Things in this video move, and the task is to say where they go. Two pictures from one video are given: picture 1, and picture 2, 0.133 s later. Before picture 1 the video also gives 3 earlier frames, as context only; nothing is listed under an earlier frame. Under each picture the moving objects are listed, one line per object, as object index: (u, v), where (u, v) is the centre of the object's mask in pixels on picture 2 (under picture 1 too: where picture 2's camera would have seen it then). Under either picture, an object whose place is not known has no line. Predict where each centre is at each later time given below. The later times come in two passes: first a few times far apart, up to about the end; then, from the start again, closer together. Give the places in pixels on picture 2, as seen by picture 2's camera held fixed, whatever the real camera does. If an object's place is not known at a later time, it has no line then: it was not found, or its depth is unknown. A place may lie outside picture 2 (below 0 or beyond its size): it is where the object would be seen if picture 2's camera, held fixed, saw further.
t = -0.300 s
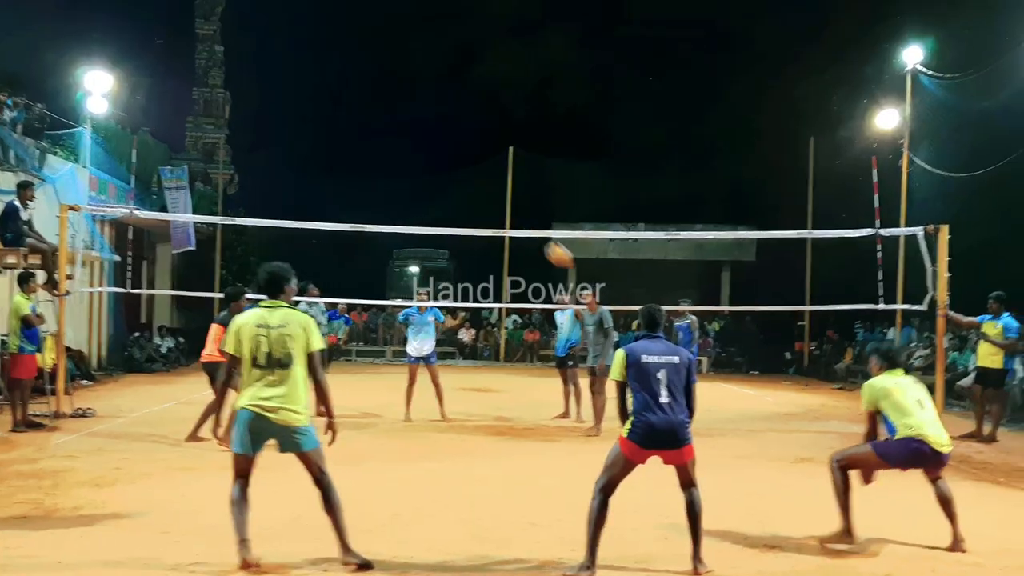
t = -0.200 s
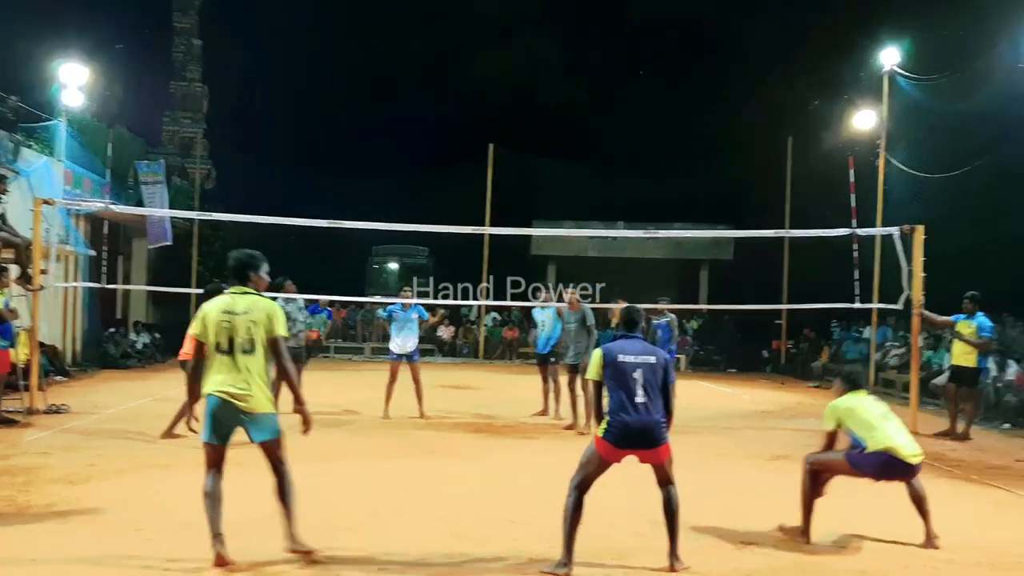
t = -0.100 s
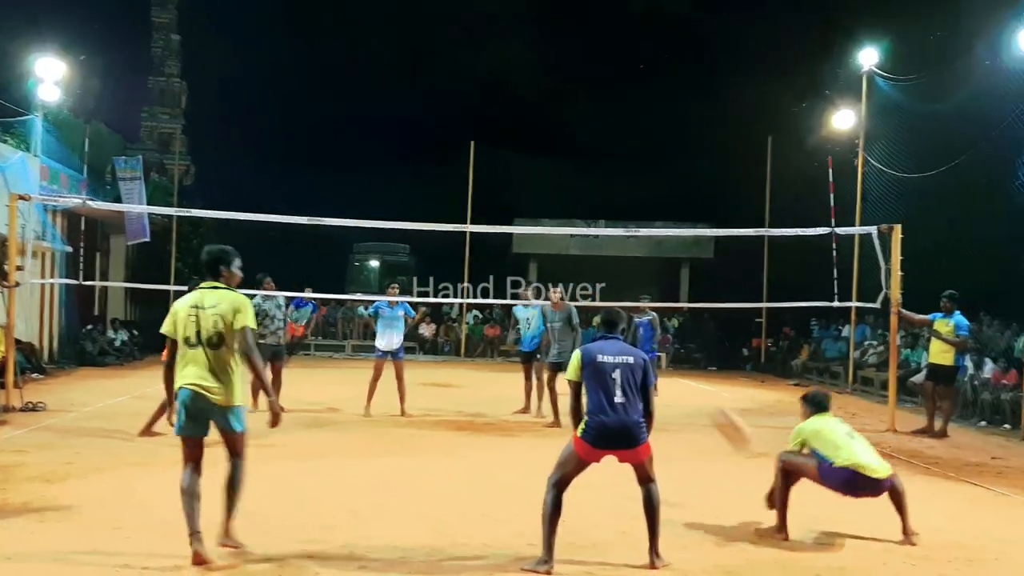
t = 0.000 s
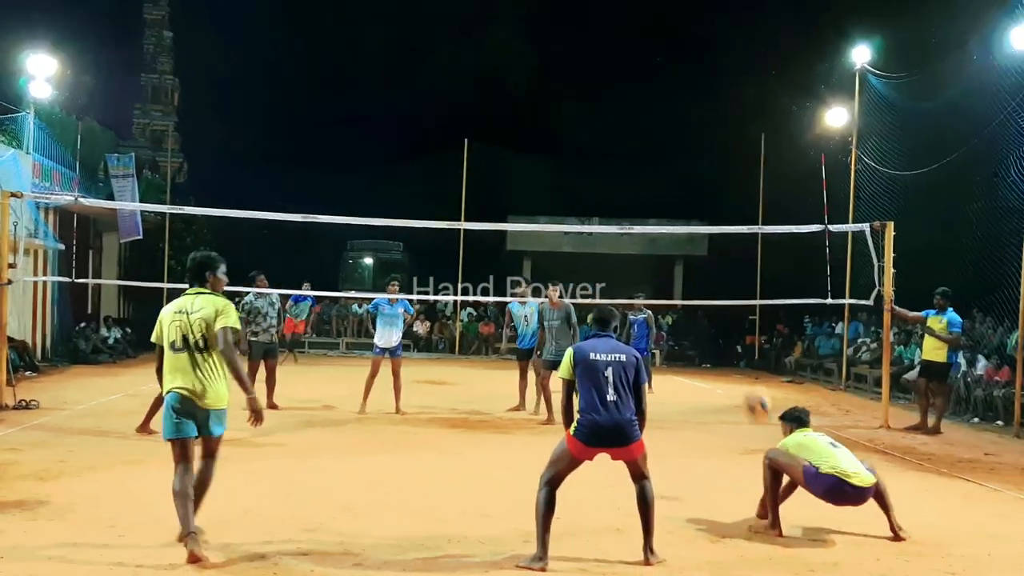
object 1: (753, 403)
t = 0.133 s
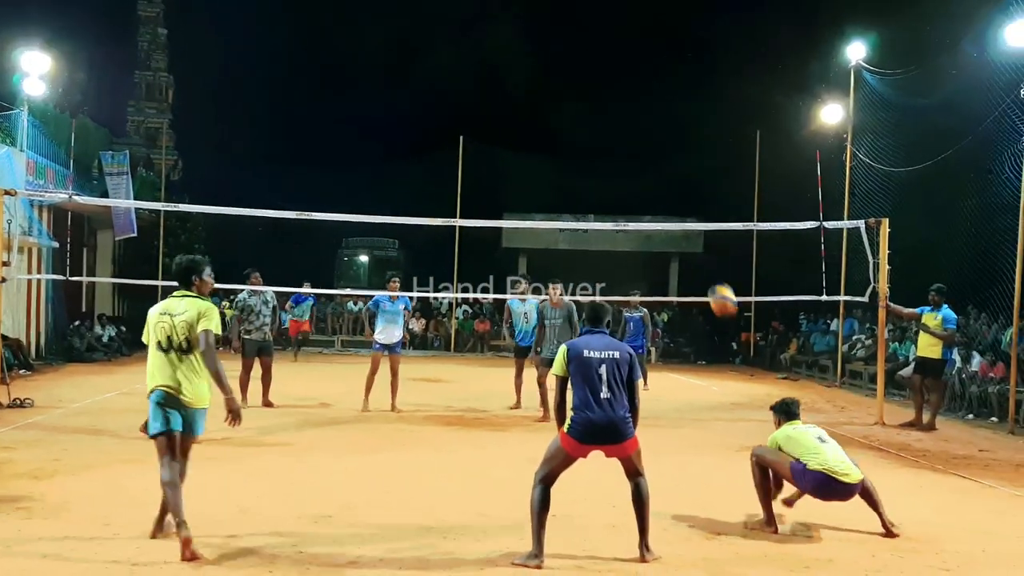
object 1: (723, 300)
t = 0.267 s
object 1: (700, 236)
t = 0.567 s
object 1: (665, 180)
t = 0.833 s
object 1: (643, 198)
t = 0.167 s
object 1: (716, 281)
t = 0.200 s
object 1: (710, 264)
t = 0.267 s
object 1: (700, 236)
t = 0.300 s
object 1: (695, 224)
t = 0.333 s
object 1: (691, 213)
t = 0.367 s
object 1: (687, 206)
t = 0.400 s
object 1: (683, 199)
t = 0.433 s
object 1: (679, 193)
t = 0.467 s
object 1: (675, 188)
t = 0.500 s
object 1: (672, 184)
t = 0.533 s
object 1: (668, 182)
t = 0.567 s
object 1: (665, 180)
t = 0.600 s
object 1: (662, 180)
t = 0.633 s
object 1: (659, 180)
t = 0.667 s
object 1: (656, 181)
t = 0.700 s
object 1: (654, 183)
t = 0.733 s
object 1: (651, 186)
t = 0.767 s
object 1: (648, 189)
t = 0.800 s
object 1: (646, 193)
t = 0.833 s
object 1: (643, 198)
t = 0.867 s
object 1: (641, 204)
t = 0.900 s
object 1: (639, 210)
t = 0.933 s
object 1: (637, 214)
